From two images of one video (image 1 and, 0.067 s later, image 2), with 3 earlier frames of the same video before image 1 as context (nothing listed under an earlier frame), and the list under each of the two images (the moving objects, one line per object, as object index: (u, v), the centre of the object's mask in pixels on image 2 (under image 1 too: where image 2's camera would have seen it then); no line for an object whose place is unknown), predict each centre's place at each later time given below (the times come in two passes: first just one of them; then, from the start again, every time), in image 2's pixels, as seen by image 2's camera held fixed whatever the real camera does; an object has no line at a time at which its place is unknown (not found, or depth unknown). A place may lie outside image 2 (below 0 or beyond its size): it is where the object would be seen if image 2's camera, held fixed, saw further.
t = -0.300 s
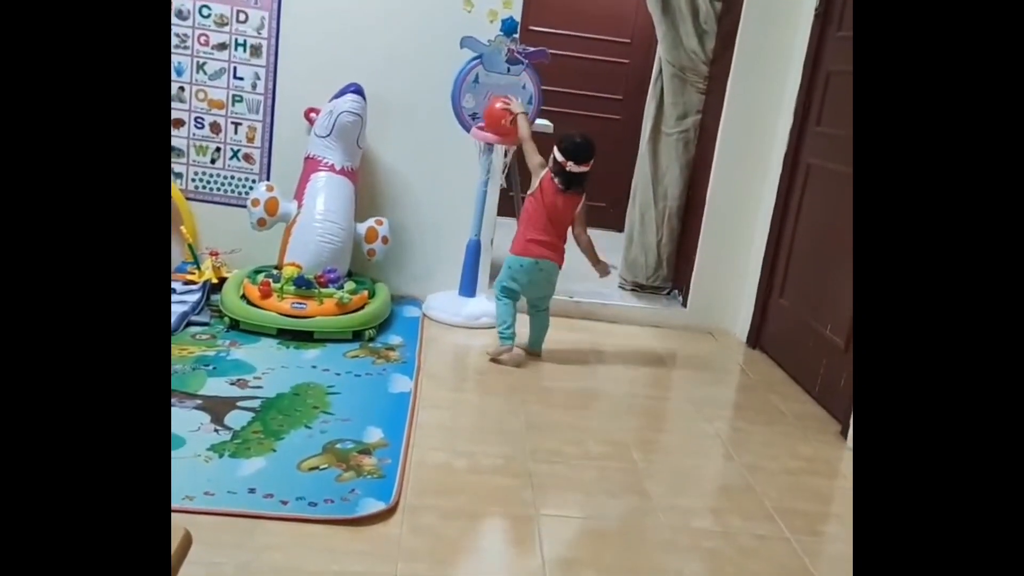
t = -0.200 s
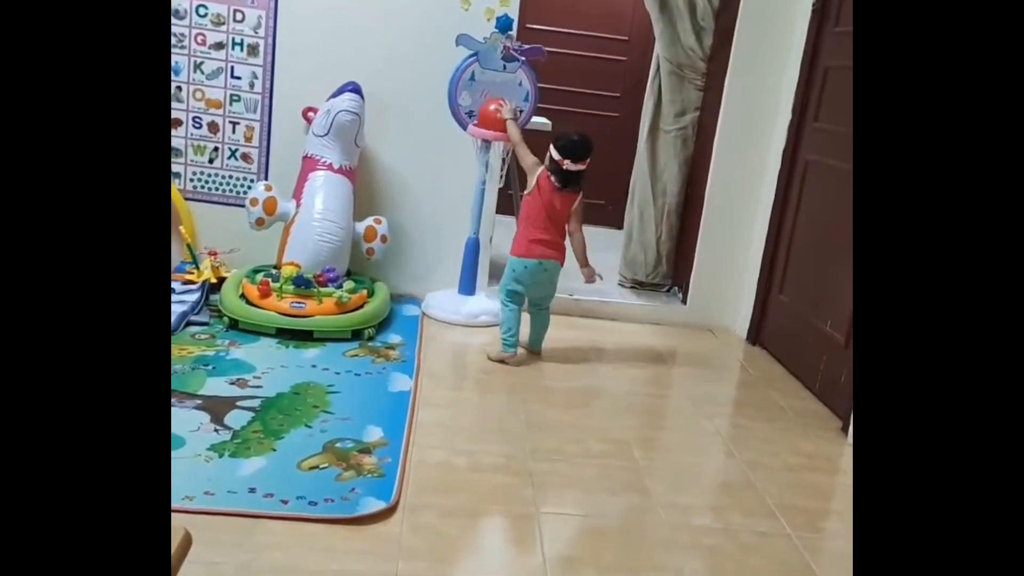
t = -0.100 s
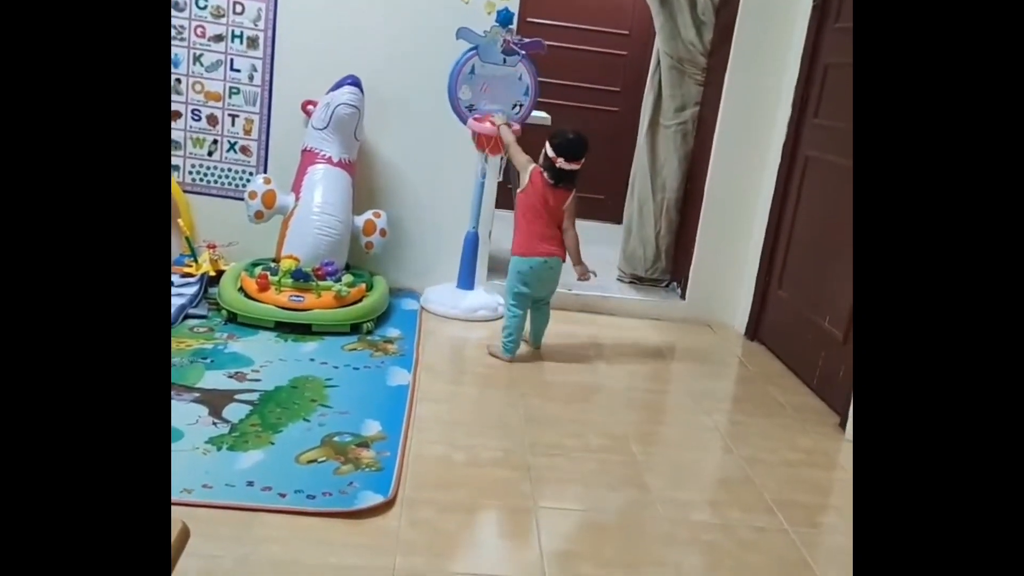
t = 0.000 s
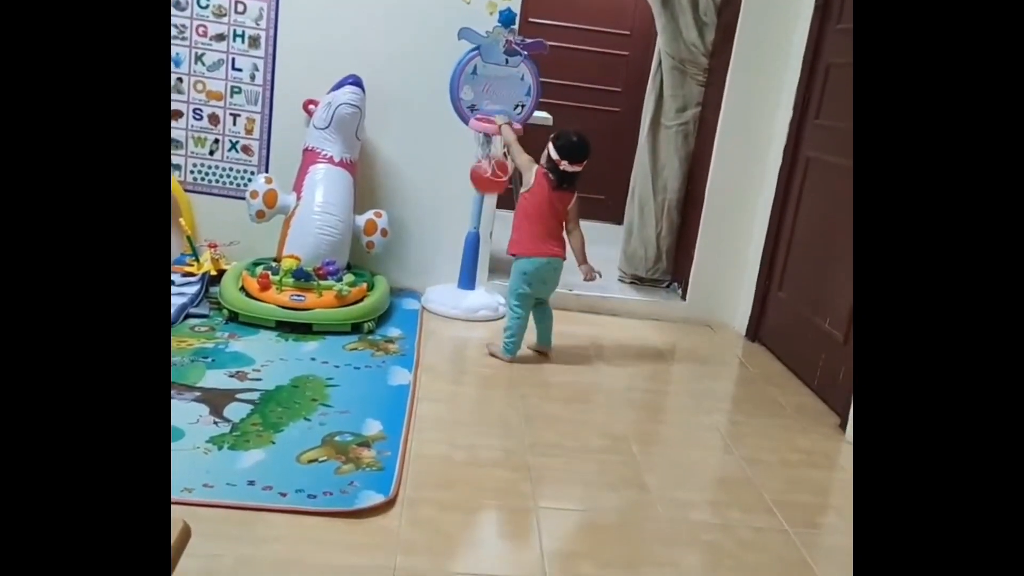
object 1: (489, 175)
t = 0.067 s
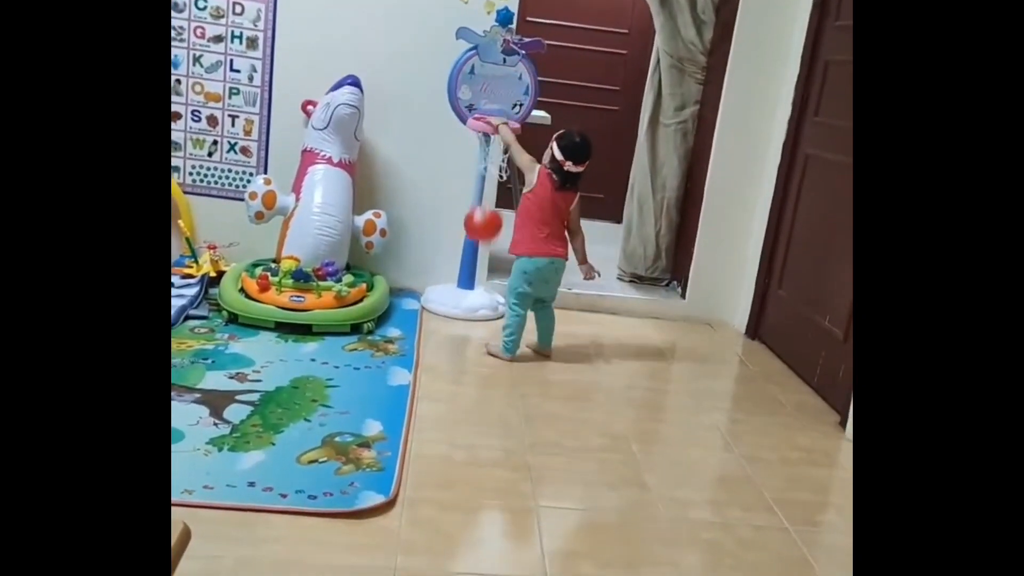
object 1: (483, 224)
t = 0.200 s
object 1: (491, 268)
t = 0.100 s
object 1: (481, 244)
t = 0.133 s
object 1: (476, 290)
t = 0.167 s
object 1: (481, 281)
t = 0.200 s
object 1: (491, 268)
